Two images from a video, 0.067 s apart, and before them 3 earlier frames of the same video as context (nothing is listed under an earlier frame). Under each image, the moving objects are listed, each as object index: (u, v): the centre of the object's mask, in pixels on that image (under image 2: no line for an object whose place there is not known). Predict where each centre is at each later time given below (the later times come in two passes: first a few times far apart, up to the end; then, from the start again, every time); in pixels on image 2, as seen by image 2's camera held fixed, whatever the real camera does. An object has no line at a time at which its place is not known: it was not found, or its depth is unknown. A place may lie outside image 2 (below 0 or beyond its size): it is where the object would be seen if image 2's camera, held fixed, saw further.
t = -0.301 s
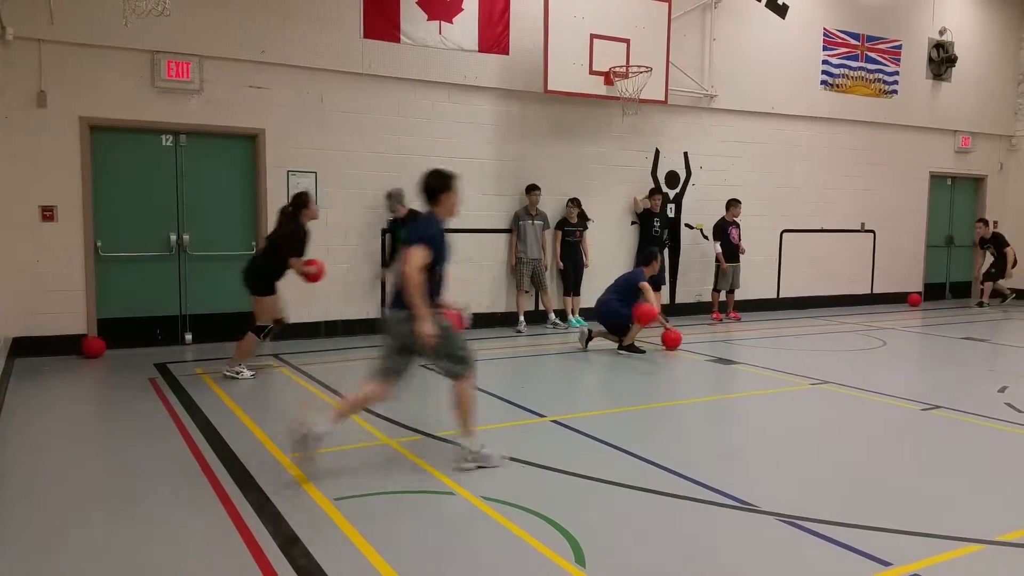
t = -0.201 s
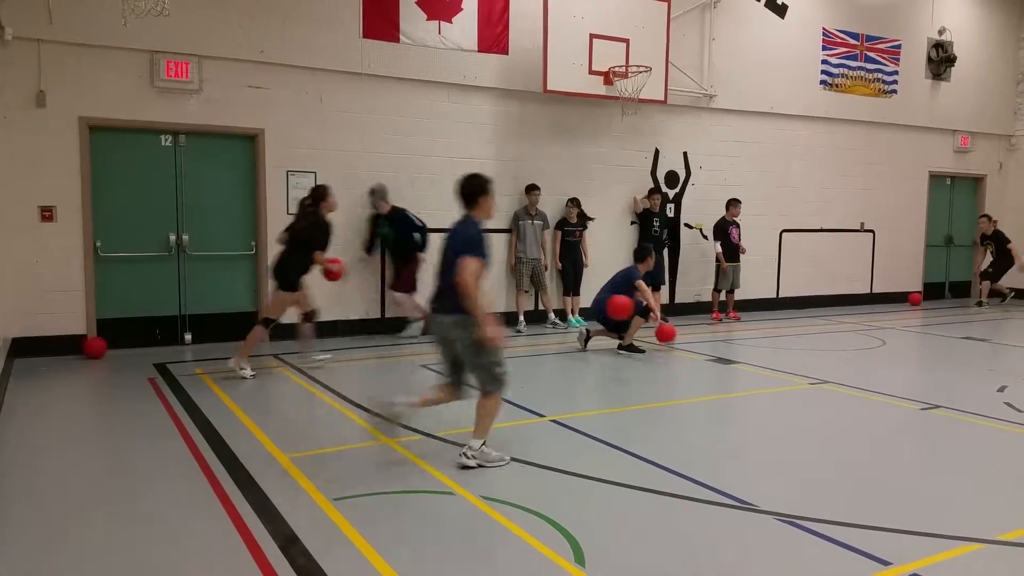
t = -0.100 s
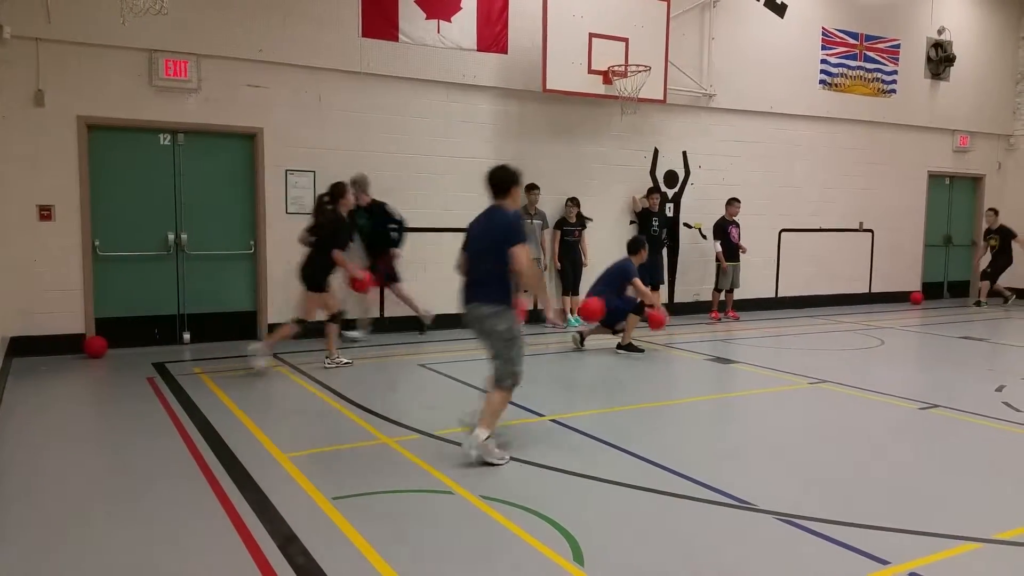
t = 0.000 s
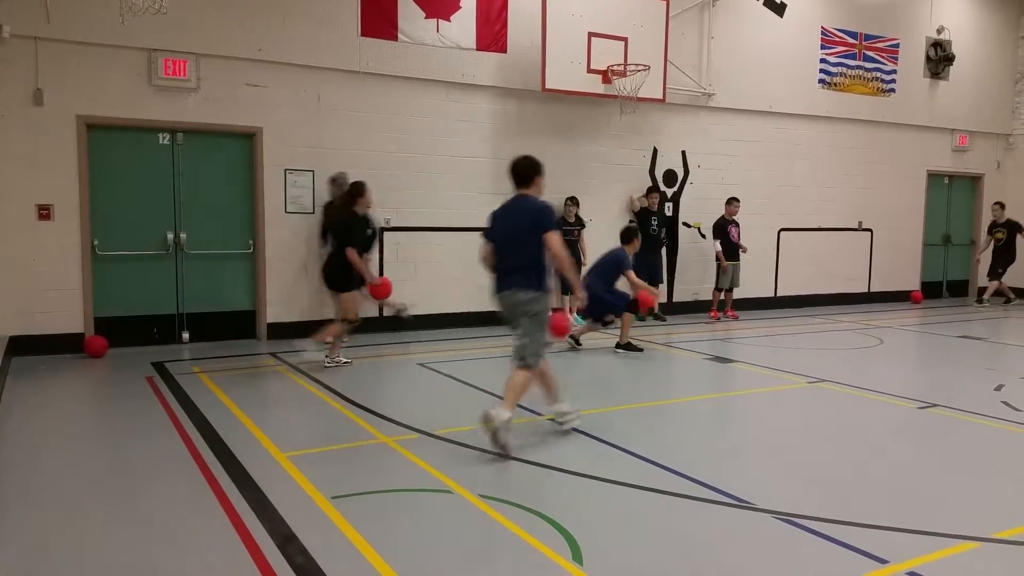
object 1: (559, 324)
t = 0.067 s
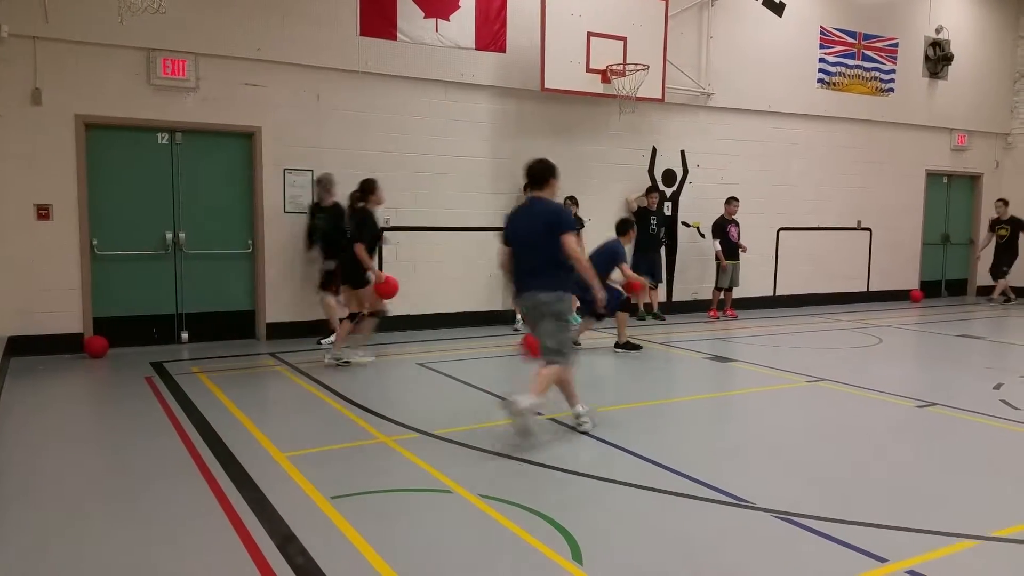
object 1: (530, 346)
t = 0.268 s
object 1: (469, 383)
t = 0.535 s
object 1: (396, 391)
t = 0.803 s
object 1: (307, 428)
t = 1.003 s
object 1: (230, 469)
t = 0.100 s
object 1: (522, 356)
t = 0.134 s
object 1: (510, 371)
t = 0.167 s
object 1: (498, 384)
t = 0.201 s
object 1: (485, 397)
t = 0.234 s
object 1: (477, 389)
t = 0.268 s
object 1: (469, 383)
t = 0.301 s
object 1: (461, 379)
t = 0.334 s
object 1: (453, 375)
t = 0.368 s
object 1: (444, 374)
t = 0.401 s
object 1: (435, 374)
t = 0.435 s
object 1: (425, 375)
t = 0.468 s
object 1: (416, 378)
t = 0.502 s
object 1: (406, 384)
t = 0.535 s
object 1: (396, 391)
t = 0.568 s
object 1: (385, 400)
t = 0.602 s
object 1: (374, 411)
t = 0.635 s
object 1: (363, 426)
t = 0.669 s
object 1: (352, 434)
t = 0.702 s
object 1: (341, 429)
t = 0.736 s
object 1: (329, 427)
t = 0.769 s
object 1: (318, 427)
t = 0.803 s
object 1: (307, 428)
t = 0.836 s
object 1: (296, 431)
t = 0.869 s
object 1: (283, 437)
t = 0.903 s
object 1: (270, 445)
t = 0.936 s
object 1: (255, 458)
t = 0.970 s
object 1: (244, 467)
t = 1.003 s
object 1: (230, 469)
